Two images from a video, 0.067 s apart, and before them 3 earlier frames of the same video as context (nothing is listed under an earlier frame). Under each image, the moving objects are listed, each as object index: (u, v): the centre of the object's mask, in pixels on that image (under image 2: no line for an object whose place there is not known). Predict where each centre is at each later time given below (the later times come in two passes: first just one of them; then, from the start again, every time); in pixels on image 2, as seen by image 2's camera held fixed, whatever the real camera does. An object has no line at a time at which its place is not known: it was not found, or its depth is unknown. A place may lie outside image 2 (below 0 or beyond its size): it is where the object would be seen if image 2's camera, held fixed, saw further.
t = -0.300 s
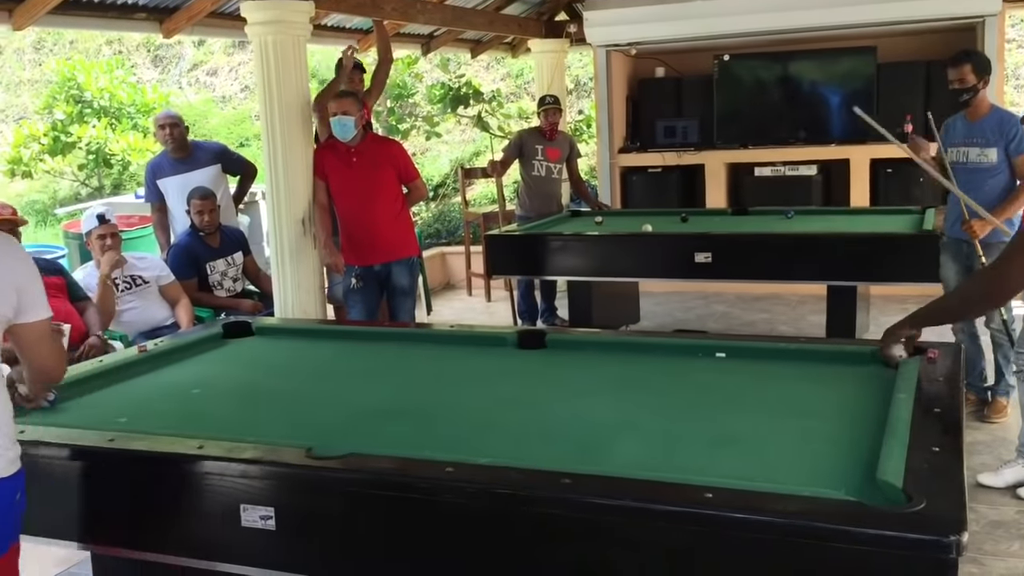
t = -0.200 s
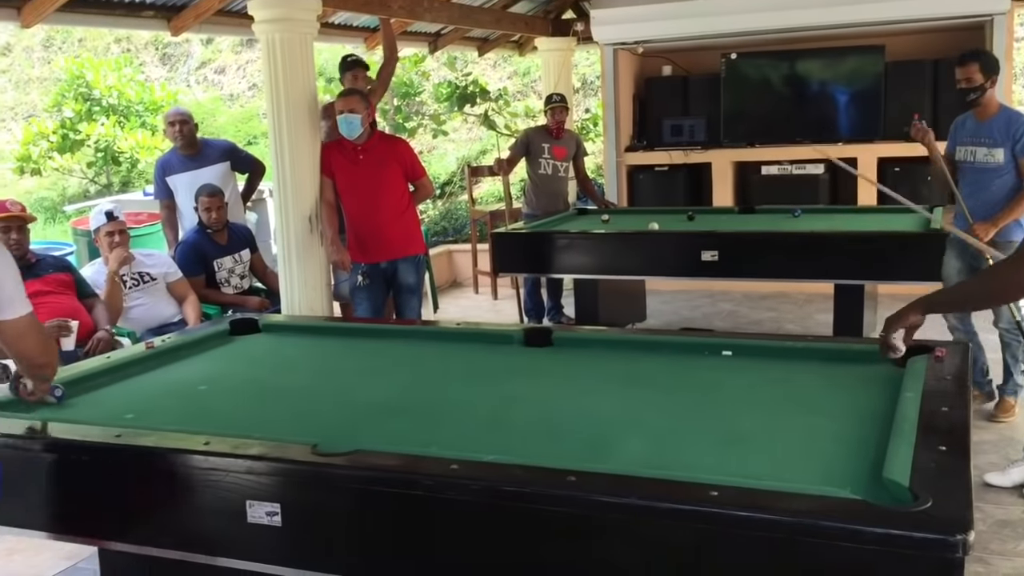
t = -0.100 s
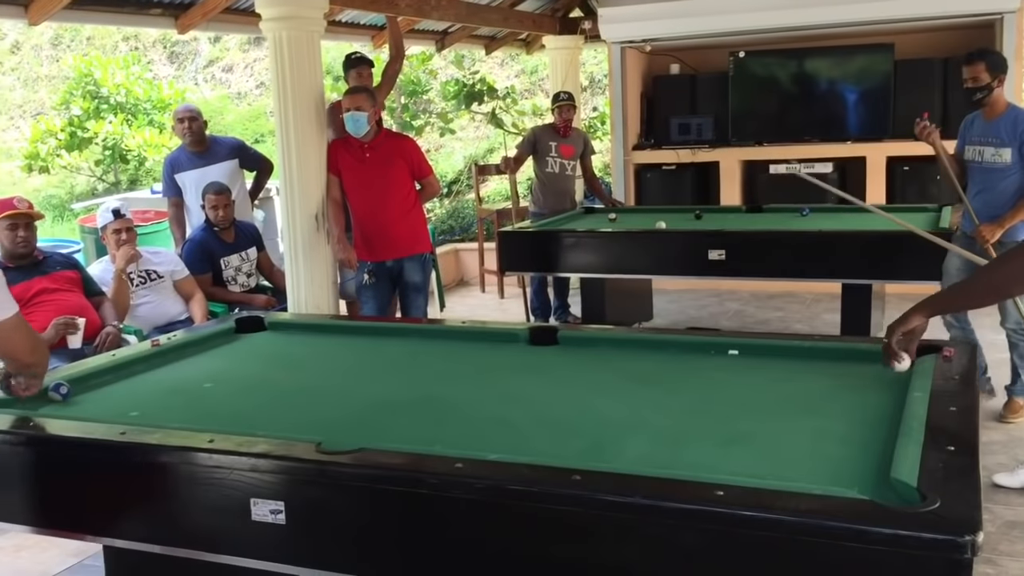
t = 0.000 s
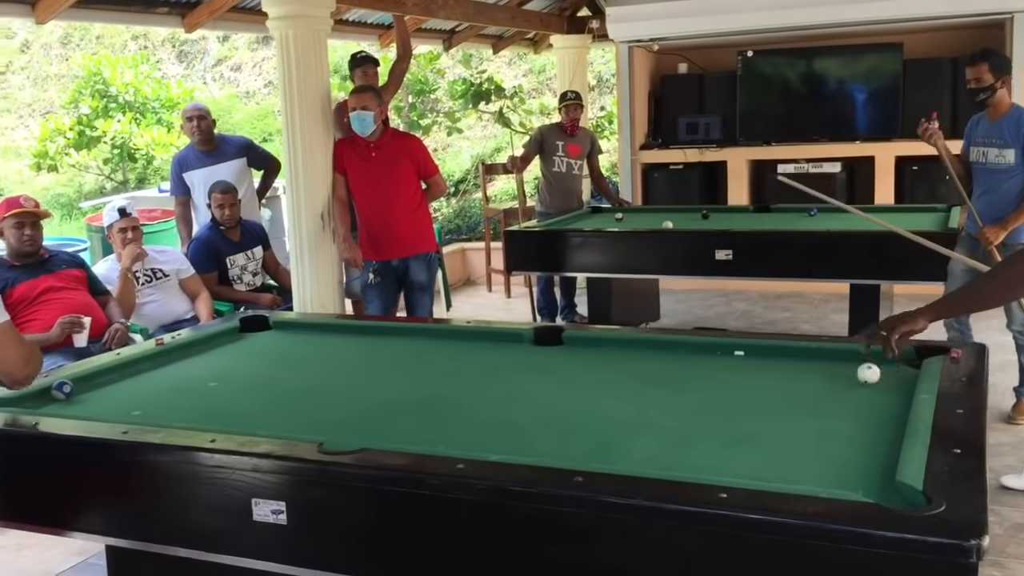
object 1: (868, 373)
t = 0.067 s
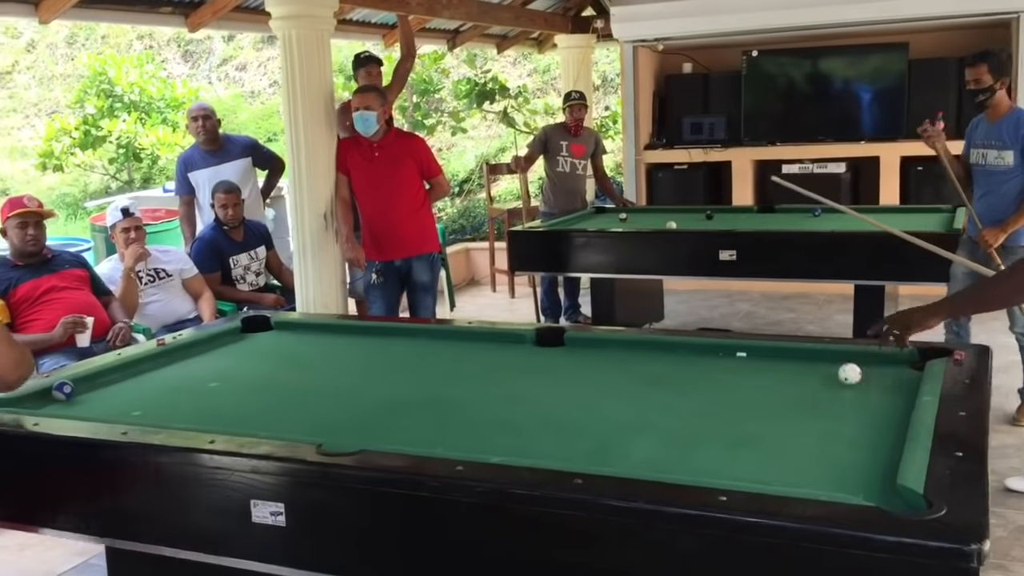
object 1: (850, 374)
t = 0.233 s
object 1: (795, 375)
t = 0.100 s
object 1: (838, 374)
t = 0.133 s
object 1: (827, 375)
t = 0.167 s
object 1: (817, 375)
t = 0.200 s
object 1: (806, 375)
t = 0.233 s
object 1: (795, 375)
